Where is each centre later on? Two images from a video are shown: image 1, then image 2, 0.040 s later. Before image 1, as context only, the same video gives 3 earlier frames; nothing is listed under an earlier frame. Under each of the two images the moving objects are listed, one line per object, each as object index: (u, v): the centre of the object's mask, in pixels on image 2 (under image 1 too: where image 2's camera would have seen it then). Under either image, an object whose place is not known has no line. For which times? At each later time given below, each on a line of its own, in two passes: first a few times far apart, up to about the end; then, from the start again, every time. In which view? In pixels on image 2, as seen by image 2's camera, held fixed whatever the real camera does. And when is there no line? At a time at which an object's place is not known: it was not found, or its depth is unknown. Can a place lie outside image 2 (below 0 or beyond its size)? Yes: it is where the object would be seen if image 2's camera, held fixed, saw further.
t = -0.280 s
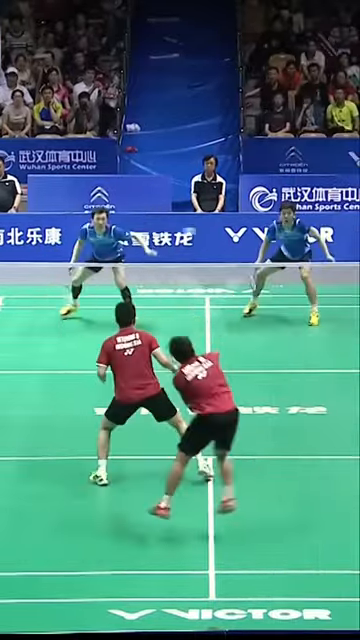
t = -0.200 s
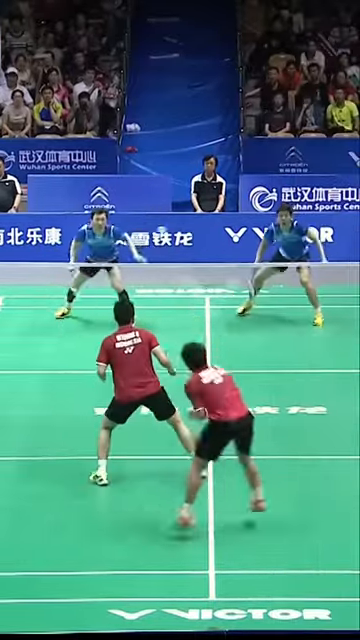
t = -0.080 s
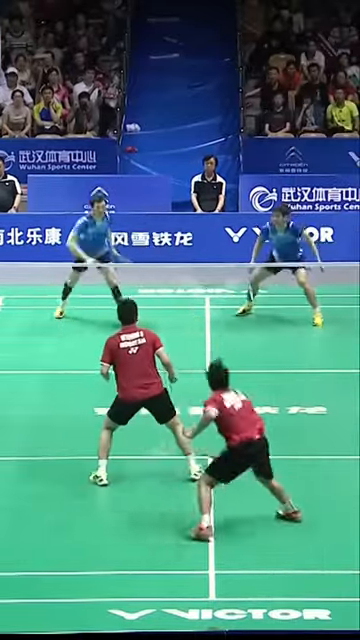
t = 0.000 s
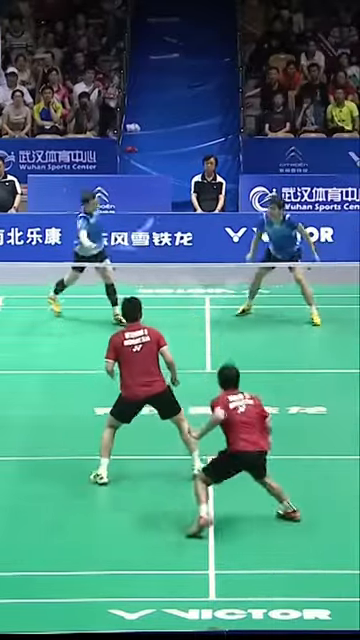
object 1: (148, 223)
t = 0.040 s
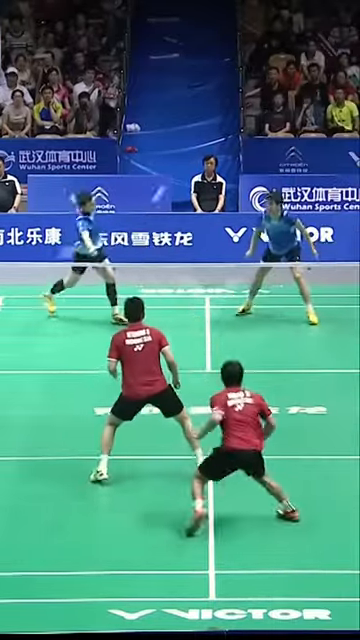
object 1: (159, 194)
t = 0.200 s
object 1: (195, 118)
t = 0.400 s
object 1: (223, 87)
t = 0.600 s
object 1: (242, 99)
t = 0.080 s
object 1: (170, 169)
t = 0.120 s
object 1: (180, 148)
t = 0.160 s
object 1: (188, 132)
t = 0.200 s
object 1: (195, 118)
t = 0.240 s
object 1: (202, 108)
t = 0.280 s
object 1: (208, 99)
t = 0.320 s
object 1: (213, 93)
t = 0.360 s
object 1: (218, 90)
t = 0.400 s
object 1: (223, 87)
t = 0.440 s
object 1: (227, 86)
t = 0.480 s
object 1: (231, 87)
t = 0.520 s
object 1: (235, 90)
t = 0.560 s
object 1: (238, 94)
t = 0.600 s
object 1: (242, 99)
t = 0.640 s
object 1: (245, 107)
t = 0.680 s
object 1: (248, 115)
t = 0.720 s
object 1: (250, 126)
